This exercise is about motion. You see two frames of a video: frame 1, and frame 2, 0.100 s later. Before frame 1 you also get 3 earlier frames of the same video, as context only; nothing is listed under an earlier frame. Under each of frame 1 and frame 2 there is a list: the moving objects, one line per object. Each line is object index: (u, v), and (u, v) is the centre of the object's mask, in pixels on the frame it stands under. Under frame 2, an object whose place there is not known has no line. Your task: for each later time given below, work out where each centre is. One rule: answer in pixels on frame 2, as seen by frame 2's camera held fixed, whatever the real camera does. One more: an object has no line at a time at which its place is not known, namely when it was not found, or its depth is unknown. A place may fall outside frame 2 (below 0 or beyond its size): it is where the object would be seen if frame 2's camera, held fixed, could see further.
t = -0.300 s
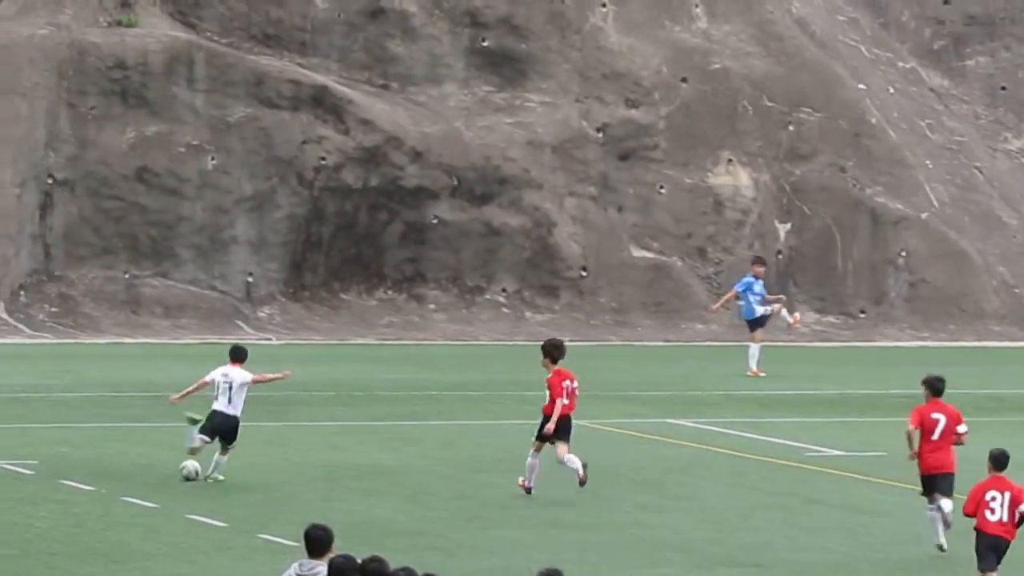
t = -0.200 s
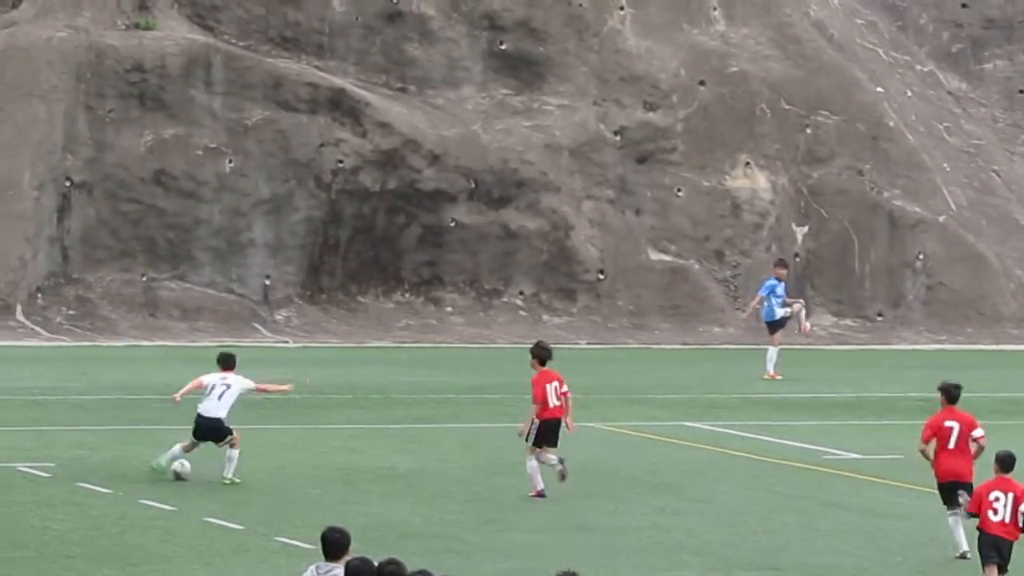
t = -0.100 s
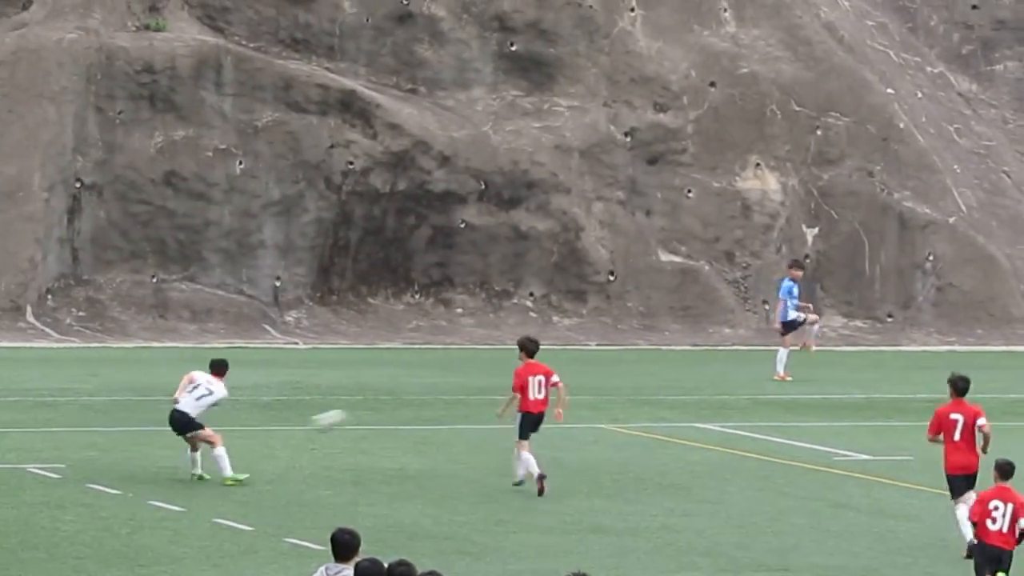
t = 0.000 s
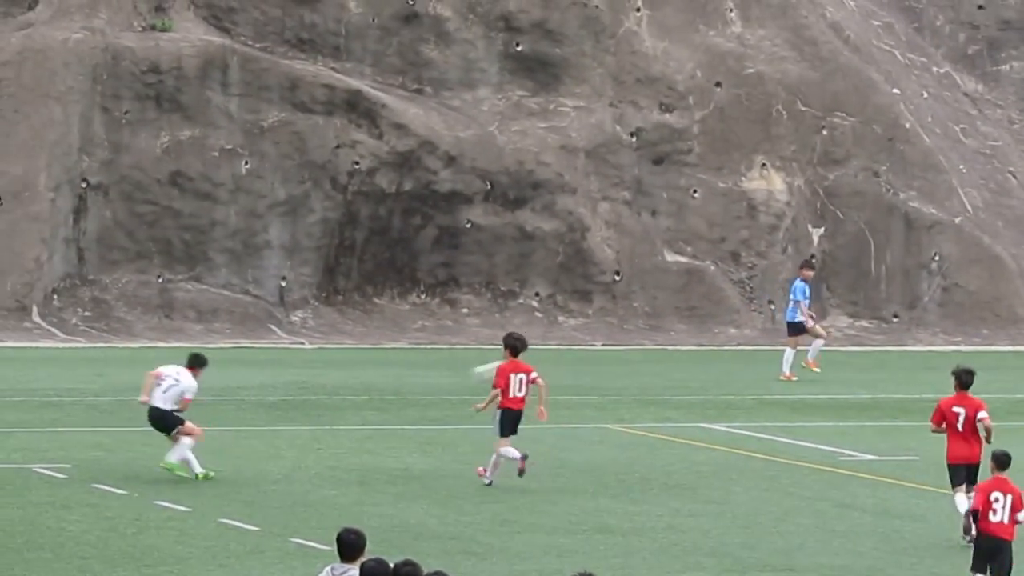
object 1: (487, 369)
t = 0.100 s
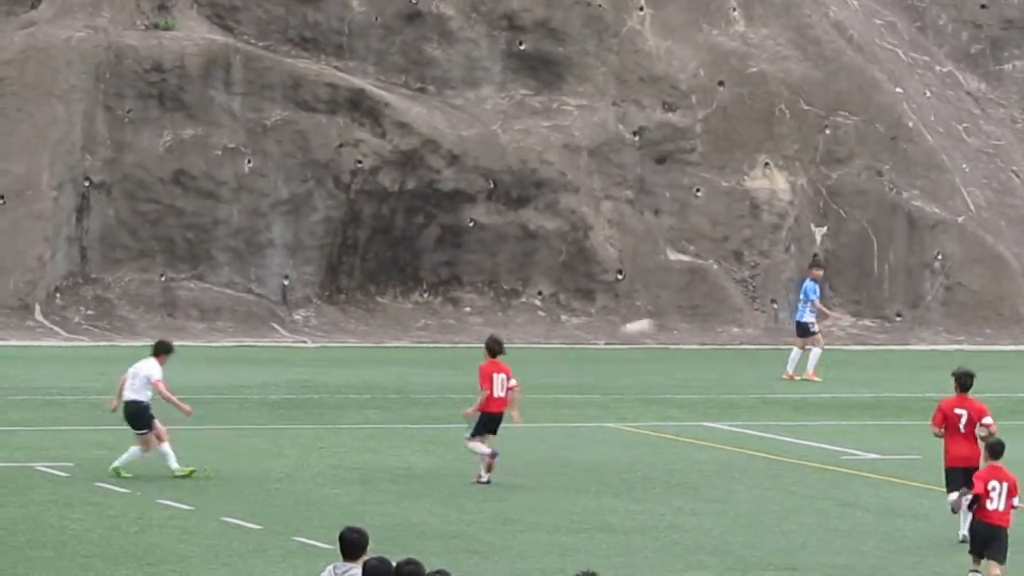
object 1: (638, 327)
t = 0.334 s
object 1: (948, 260)
